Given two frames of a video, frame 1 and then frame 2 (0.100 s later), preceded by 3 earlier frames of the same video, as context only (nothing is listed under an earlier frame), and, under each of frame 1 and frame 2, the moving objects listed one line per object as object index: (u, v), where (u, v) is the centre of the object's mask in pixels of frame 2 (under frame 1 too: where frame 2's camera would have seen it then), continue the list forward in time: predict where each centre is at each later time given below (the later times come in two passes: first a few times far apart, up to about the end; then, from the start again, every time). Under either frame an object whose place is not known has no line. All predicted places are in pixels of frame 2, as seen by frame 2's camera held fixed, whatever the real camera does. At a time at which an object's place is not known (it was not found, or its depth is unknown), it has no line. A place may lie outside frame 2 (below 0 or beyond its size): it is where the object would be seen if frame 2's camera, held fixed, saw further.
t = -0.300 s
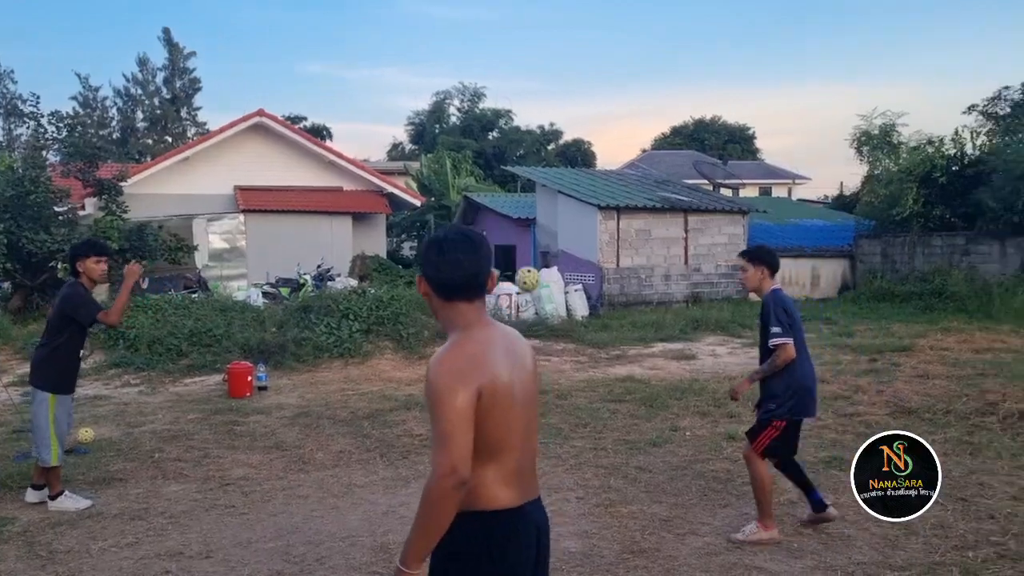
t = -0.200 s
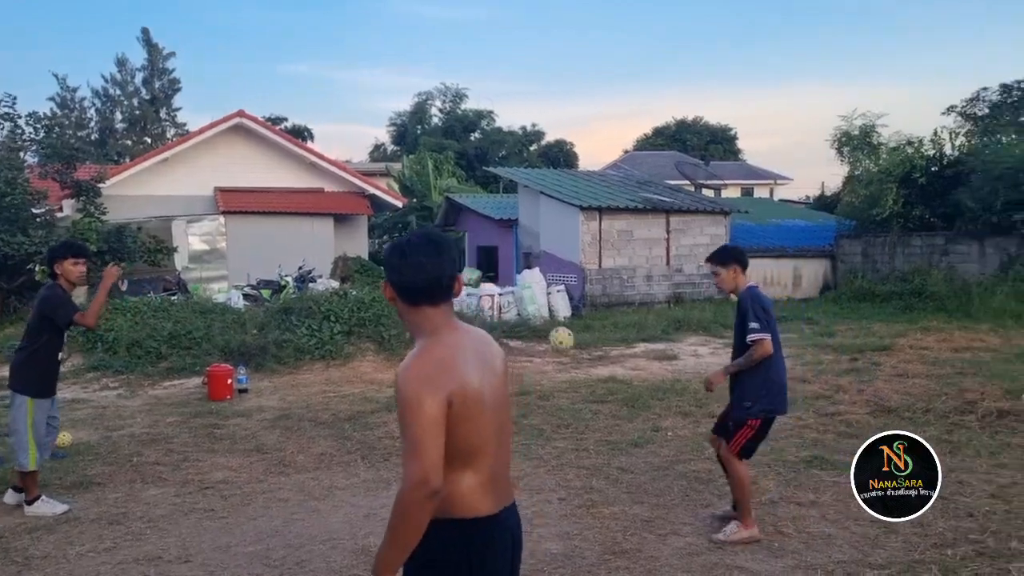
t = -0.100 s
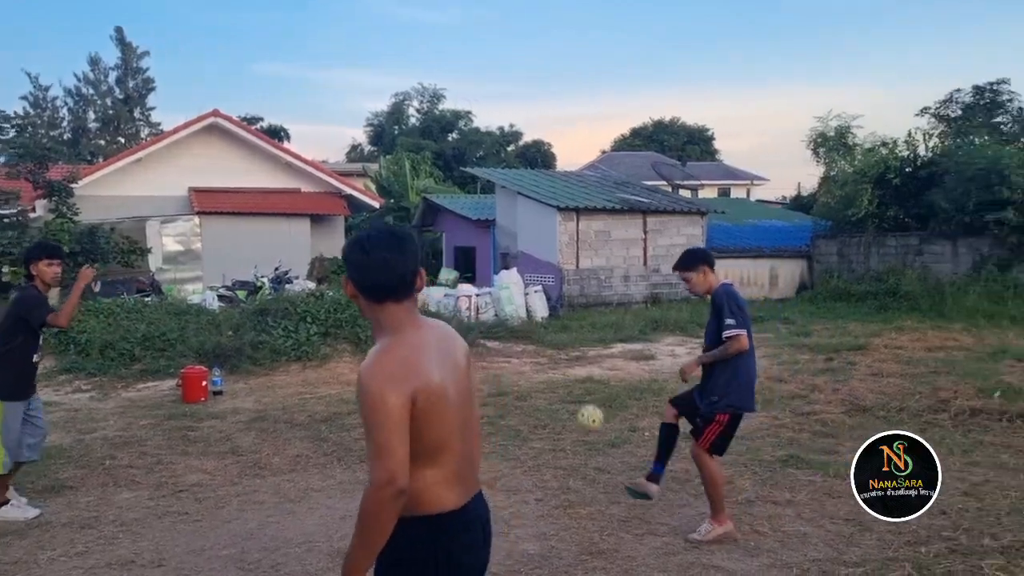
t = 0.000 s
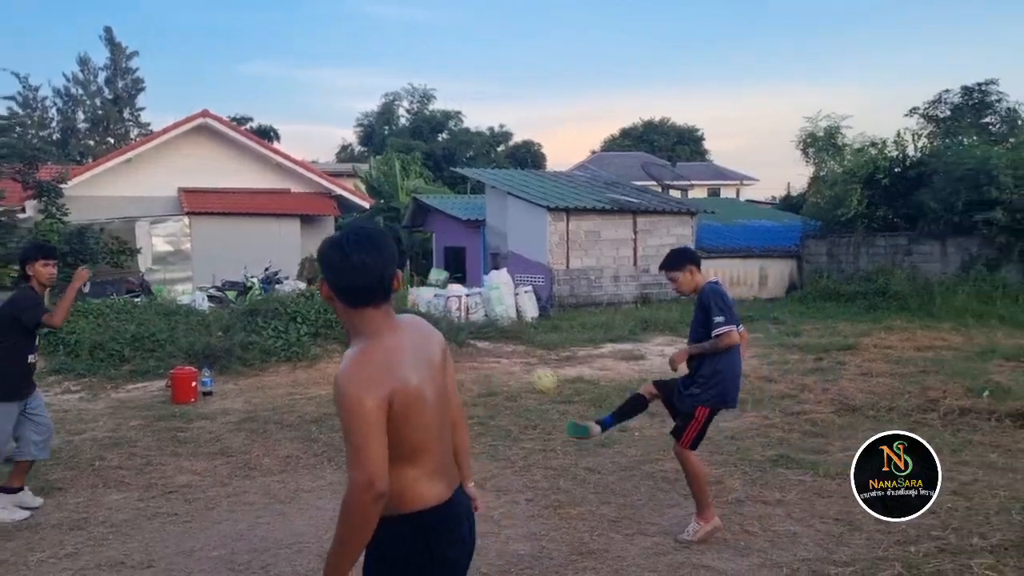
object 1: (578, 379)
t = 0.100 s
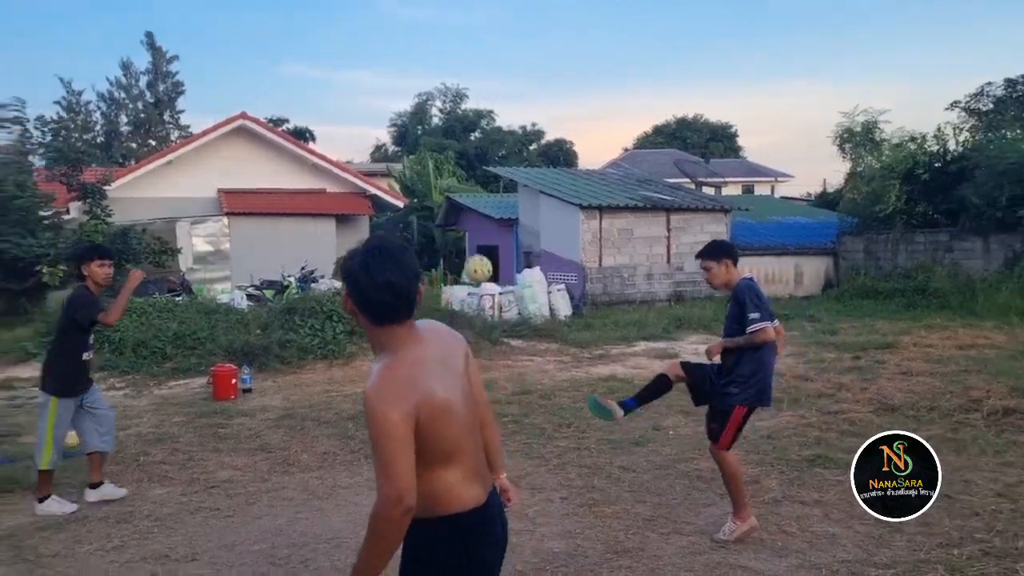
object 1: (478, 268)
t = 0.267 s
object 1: (305, 115)
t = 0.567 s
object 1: (-62, -38)
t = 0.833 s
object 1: (-463, -9)
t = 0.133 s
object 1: (445, 235)
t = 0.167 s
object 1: (411, 202)
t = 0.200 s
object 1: (377, 170)
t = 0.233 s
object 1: (341, 142)
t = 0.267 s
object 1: (305, 115)
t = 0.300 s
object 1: (268, 89)
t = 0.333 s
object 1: (230, 66)
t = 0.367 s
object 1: (192, 45)
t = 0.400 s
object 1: (153, 26)
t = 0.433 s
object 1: (110, 9)
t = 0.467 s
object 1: (68, -6)
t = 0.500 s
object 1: (25, -19)
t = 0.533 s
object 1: (-18, -30)
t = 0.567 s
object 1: (-62, -38)
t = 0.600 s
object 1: (-108, -44)
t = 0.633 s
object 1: (-155, -47)
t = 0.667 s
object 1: (-203, -49)
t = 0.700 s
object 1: (-252, -46)
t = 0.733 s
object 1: (-303, -41)
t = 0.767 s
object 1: (-355, -33)
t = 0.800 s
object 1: (-408, -23)
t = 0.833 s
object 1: (-463, -9)
